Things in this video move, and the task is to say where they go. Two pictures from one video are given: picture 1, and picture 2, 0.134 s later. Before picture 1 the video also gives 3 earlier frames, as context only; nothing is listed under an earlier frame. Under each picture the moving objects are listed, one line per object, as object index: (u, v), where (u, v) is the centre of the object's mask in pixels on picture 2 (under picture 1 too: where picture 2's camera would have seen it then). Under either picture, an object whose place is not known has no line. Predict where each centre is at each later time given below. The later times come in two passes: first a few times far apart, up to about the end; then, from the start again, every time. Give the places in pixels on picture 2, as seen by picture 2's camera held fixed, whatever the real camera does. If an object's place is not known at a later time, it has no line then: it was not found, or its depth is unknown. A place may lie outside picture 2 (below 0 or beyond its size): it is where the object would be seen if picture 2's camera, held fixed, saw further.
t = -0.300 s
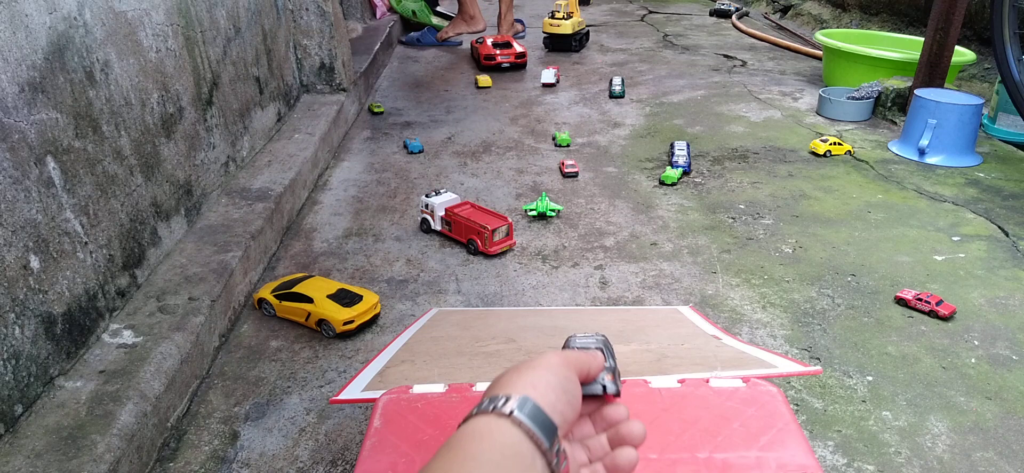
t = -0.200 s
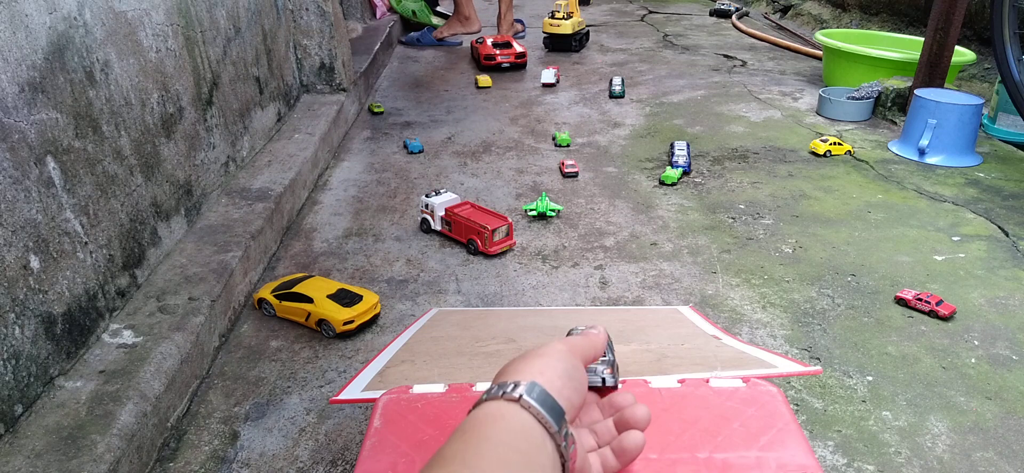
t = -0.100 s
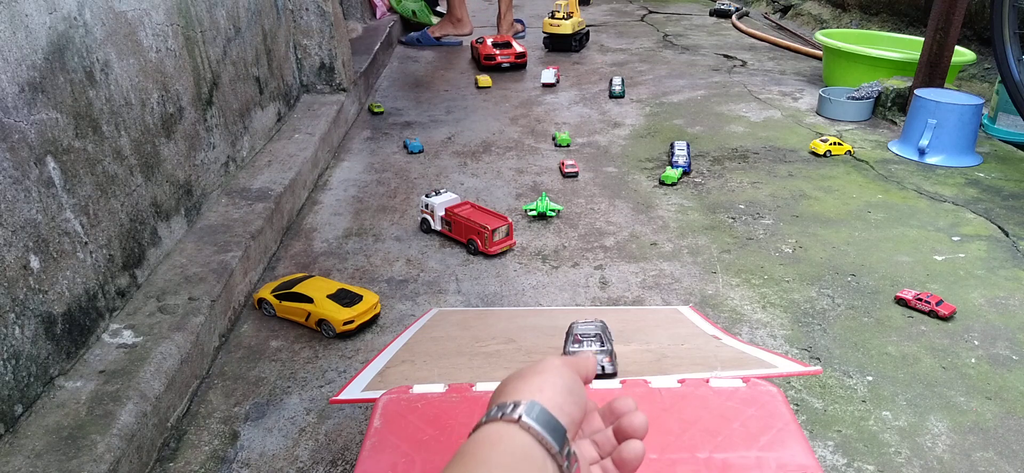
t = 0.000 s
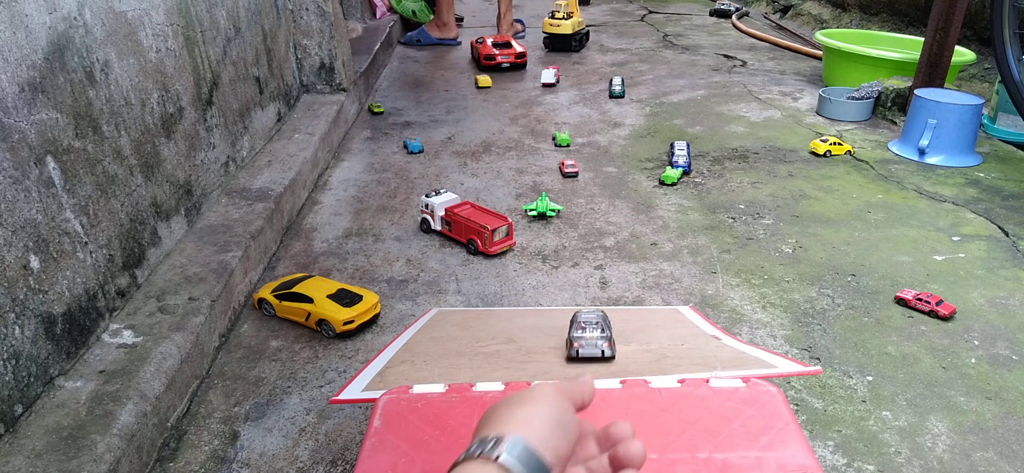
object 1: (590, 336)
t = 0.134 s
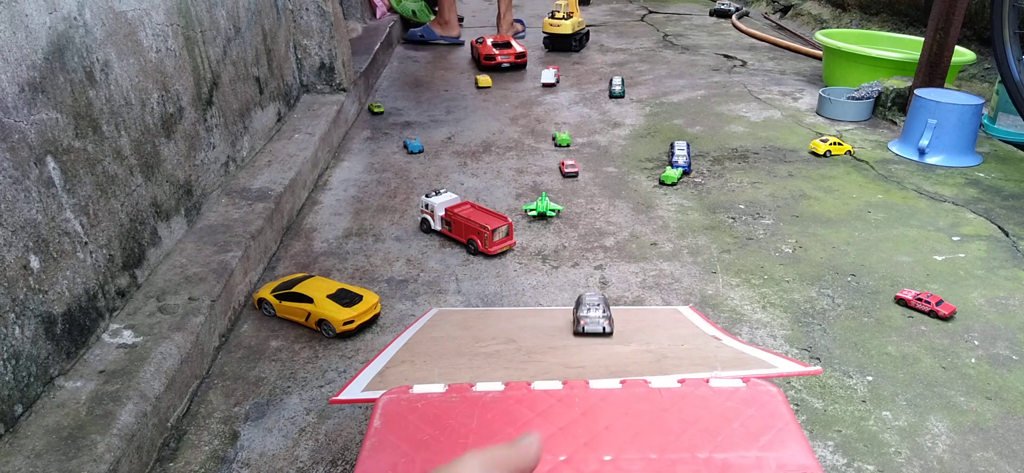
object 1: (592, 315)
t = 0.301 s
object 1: (589, 283)
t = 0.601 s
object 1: (578, 194)
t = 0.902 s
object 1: (577, 169)
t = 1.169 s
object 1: (576, 160)
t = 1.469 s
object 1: (575, 156)
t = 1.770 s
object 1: (575, 155)
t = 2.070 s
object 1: (575, 155)
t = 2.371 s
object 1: (575, 155)
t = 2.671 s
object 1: (575, 155)
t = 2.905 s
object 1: (575, 155)
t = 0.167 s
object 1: (592, 310)
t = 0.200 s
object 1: (591, 305)
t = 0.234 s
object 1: (590, 300)
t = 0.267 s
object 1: (589, 291)
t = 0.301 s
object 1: (589, 283)
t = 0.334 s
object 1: (588, 270)
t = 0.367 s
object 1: (586, 257)
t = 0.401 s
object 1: (585, 246)
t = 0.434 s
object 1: (583, 234)
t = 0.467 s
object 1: (581, 226)
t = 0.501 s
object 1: (581, 217)
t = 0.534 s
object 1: (579, 209)
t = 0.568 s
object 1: (578, 201)
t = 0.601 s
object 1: (578, 194)
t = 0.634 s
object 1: (578, 188)
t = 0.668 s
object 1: (579, 184)
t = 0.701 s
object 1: (578, 182)
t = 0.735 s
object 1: (578, 179)
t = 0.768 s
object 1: (578, 177)
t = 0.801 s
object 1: (577, 175)
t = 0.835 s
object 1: (577, 173)
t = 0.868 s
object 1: (577, 171)
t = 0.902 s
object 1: (577, 169)
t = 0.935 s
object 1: (577, 168)
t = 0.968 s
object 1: (576, 167)
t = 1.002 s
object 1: (576, 165)
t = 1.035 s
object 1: (576, 164)
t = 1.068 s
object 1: (576, 163)
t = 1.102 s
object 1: (576, 162)
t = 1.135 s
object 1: (576, 161)
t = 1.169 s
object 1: (576, 160)
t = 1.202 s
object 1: (576, 159)
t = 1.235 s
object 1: (576, 159)
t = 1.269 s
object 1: (575, 158)
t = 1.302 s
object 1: (575, 158)
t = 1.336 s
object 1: (575, 157)
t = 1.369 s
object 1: (575, 157)
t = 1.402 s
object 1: (575, 156)
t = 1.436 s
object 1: (575, 156)
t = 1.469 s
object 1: (575, 156)
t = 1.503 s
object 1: (575, 156)
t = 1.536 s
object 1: (575, 155)
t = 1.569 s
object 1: (575, 155)
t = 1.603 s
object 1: (575, 155)
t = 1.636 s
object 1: (575, 155)
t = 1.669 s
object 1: (575, 155)
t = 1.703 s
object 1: (575, 155)
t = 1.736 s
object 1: (575, 155)
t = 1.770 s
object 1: (575, 155)
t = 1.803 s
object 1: (575, 155)
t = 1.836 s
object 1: (575, 155)
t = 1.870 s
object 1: (575, 155)
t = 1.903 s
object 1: (575, 155)
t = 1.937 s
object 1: (575, 155)
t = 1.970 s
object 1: (575, 155)
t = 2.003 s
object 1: (575, 155)
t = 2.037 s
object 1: (575, 155)
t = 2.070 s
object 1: (575, 155)
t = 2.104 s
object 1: (575, 155)
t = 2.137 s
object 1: (575, 155)
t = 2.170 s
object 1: (575, 155)
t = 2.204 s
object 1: (575, 155)
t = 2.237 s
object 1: (575, 155)
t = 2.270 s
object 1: (575, 155)
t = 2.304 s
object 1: (575, 155)
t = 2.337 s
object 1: (575, 155)
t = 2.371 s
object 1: (575, 155)
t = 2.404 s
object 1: (575, 155)
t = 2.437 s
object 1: (575, 155)
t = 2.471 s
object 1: (575, 155)
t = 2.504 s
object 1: (575, 155)
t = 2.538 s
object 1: (575, 155)
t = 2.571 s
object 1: (575, 155)
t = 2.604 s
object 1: (575, 155)
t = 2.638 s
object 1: (575, 155)
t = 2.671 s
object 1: (575, 155)
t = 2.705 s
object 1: (575, 155)
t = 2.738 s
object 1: (575, 155)
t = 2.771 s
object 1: (575, 155)
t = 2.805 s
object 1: (575, 155)
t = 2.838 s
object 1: (575, 155)
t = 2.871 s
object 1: (575, 155)
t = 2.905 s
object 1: (575, 155)
